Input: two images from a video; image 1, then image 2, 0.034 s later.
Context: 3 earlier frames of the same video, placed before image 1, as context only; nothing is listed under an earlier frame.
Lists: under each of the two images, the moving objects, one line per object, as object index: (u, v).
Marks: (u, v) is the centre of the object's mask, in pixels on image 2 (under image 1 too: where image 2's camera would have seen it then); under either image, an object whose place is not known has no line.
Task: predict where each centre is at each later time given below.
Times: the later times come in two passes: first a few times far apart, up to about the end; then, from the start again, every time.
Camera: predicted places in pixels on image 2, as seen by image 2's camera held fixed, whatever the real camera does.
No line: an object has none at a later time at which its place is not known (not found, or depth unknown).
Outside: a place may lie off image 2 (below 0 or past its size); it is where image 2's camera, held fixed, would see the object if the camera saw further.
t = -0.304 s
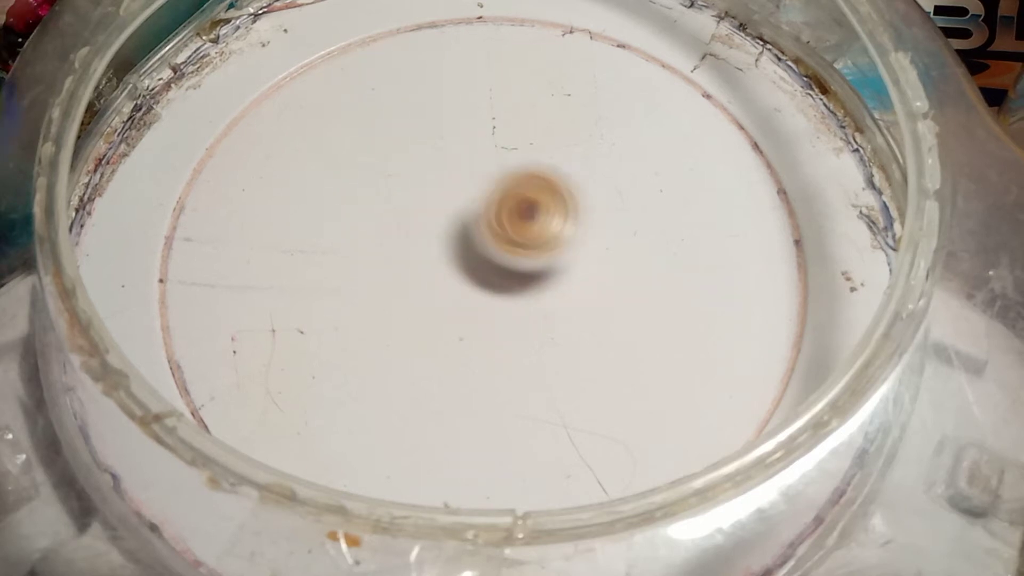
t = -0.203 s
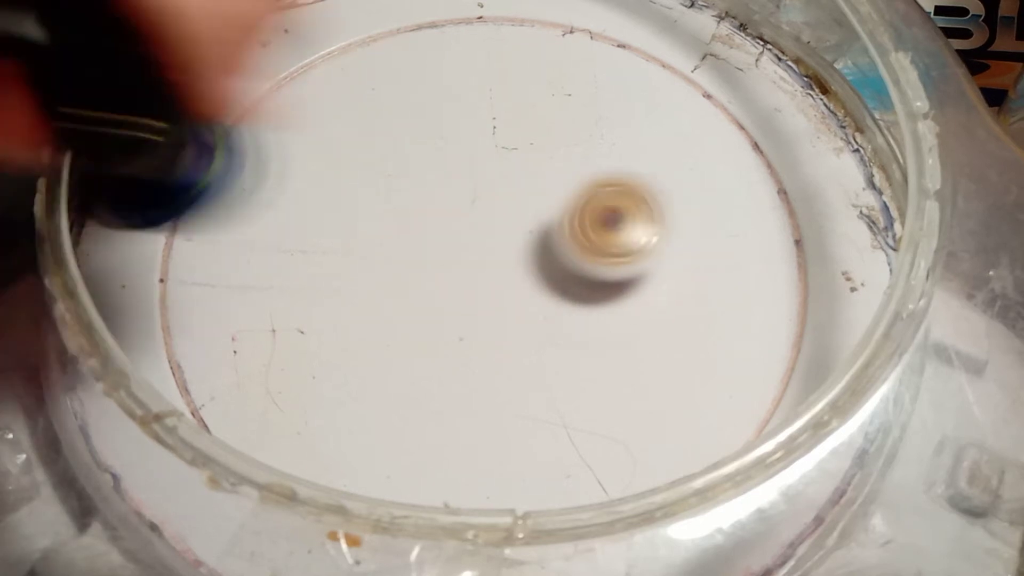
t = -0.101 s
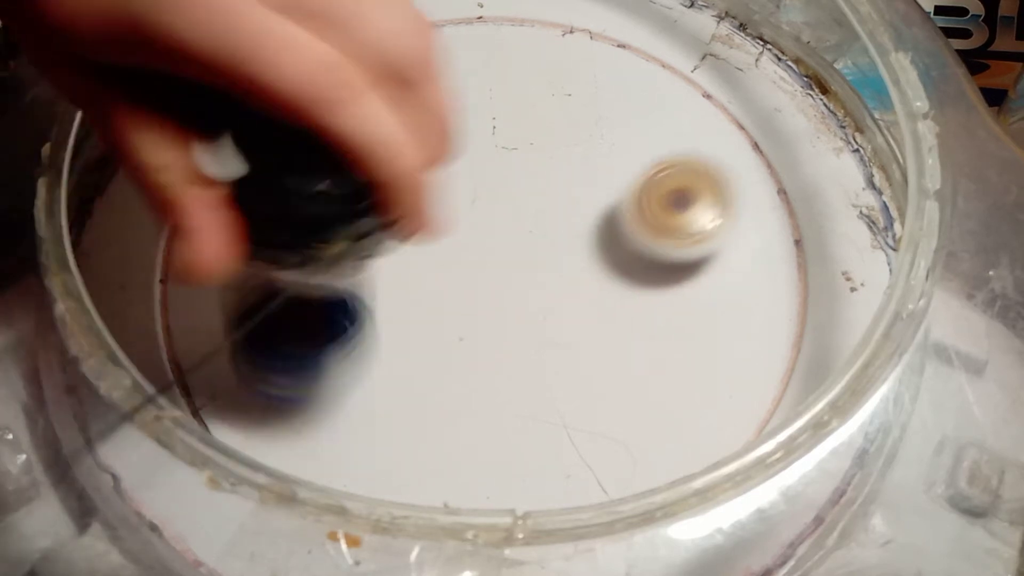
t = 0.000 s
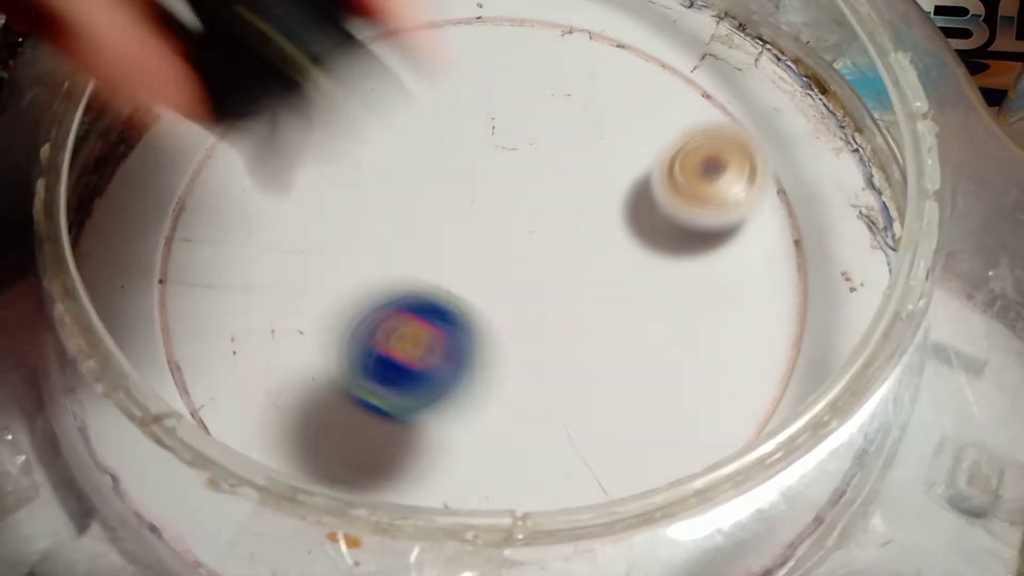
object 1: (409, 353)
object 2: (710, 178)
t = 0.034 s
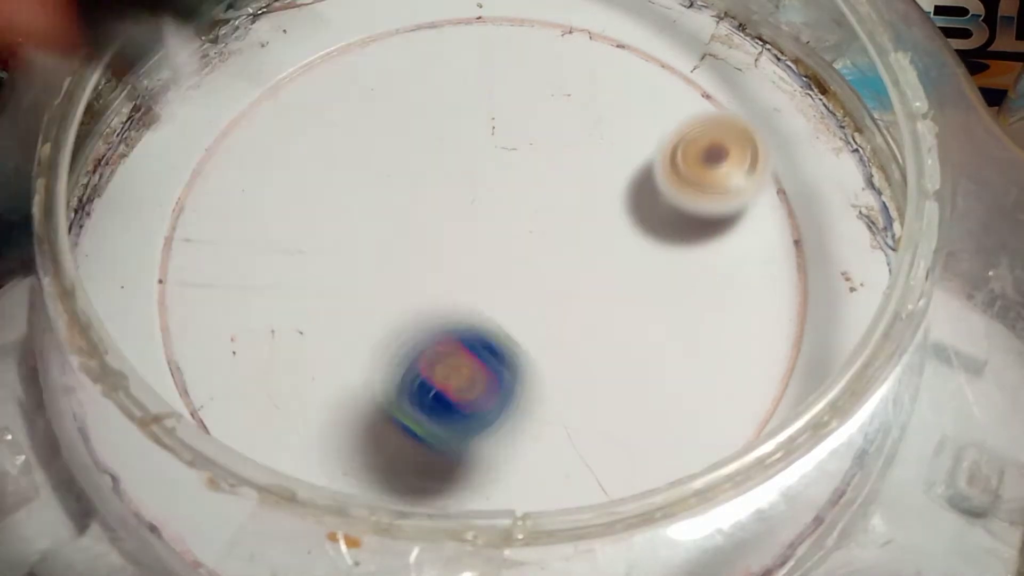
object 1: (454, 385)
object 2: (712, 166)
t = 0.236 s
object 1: (645, 300)
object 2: (654, 132)
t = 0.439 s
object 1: (532, 203)
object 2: (515, 91)
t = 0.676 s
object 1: (281, 352)
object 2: (346, 122)
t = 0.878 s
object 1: (460, 464)
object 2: (322, 269)
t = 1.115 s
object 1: (632, 241)
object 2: (493, 346)
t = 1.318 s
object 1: (412, 67)
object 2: (590, 271)
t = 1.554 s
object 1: (108, 199)
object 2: (550, 191)
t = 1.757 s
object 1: (242, 455)
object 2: (485, 185)
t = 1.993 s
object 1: (686, 347)
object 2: (439, 227)
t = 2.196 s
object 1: (661, 84)
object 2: (444, 264)
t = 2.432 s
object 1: (390, 24)
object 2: (477, 279)
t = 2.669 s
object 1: (235, 237)
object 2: (486, 236)
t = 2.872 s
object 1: (505, 417)
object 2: (429, 236)
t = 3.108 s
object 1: (737, 244)
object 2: (450, 275)
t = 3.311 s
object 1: (608, 64)
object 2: (490, 242)
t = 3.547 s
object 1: (330, 154)
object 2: (448, 202)
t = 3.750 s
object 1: (327, 380)
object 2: (422, 231)
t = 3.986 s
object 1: (639, 422)
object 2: (475, 261)
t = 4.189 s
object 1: (658, 205)
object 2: (514, 228)
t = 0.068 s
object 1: (492, 408)
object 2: (710, 156)
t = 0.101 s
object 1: (536, 388)
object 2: (706, 145)
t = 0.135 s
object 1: (576, 385)
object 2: (697, 138)
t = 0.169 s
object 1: (606, 366)
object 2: (686, 133)
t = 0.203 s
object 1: (630, 337)
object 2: (672, 131)
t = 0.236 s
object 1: (645, 300)
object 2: (654, 132)
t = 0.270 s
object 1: (648, 260)
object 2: (635, 135)
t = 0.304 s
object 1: (644, 235)
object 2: (614, 123)
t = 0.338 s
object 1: (627, 232)
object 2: (590, 99)
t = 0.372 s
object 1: (604, 224)
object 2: (565, 87)
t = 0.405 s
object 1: (571, 214)
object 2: (541, 84)
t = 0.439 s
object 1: (532, 203)
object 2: (515, 91)
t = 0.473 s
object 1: (490, 203)
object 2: (492, 93)
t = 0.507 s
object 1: (442, 222)
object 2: (470, 82)
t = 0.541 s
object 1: (401, 240)
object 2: (447, 79)
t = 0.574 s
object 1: (361, 262)
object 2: (422, 82)
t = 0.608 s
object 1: (325, 288)
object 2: (395, 90)
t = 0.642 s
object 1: (297, 318)
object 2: (369, 104)
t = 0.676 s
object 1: (281, 352)
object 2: (346, 122)
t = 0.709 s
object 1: (279, 386)
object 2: (326, 144)
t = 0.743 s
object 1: (296, 411)
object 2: (315, 165)
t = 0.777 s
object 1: (327, 433)
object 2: (309, 191)
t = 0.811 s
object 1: (368, 451)
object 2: (308, 217)
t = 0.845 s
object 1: (412, 461)
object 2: (312, 245)
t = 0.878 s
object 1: (460, 464)
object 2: (322, 269)
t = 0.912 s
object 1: (511, 460)
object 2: (339, 294)
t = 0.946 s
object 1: (557, 446)
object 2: (361, 315)
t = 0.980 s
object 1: (599, 417)
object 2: (385, 332)
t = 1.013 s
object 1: (628, 374)
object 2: (411, 342)
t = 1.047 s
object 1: (641, 331)
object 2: (437, 347)
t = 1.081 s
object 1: (641, 284)
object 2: (465, 348)
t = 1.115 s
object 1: (632, 241)
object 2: (493, 346)
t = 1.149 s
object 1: (612, 198)
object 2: (516, 340)
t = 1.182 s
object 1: (584, 159)
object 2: (537, 330)
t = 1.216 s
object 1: (549, 127)
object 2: (558, 317)
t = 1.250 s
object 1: (508, 101)
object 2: (573, 303)
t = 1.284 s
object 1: (462, 81)
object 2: (583, 287)
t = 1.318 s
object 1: (412, 67)
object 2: (590, 271)
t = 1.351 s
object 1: (362, 60)
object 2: (595, 252)
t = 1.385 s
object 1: (310, 62)
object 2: (595, 236)
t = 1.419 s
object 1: (254, 72)
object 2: (589, 224)
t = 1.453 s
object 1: (208, 94)
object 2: (581, 215)
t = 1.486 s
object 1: (163, 123)
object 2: (571, 205)
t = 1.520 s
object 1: (130, 158)
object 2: (560, 197)
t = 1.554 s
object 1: (108, 199)
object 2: (550, 191)
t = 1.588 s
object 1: (88, 245)
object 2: (539, 186)
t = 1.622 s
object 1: (87, 293)
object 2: (528, 183)
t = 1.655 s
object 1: (109, 335)
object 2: (517, 182)
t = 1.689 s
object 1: (142, 378)
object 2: (506, 181)
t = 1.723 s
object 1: (187, 420)
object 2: (495, 183)
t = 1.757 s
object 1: (242, 455)
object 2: (485, 185)
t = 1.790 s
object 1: (314, 485)
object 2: (476, 189)
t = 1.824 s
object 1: (404, 467)
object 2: (467, 194)
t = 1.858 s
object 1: (478, 468)
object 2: (457, 200)
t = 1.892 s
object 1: (548, 456)
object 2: (451, 206)
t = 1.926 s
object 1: (608, 433)
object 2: (446, 213)
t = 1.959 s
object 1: (655, 394)
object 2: (442, 220)
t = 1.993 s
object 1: (686, 347)
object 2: (439, 227)
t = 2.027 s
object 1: (704, 300)
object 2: (436, 234)
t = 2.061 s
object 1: (715, 249)
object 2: (436, 242)
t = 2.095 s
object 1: (713, 199)
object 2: (436, 250)
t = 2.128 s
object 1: (702, 159)
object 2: (438, 255)
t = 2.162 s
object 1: (687, 118)
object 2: (441, 260)
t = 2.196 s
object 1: (661, 84)
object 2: (444, 264)
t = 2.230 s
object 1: (633, 53)
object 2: (448, 268)
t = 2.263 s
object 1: (595, 36)
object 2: (452, 272)
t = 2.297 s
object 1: (556, 26)
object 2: (456, 275)
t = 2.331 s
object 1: (513, 22)
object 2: (460, 277)
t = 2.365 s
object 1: (472, 20)
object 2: (465, 279)
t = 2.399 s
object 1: (428, 20)
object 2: (471, 280)
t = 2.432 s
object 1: (390, 24)
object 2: (477, 279)
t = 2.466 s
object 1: (352, 32)
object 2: (484, 276)
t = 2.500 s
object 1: (314, 46)
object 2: (490, 272)
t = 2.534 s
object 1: (281, 70)
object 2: (494, 265)
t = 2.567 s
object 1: (255, 104)
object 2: (496, 257)
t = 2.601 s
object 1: (237, 144)
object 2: (495, 250)
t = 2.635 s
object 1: (231, 190)
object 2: (492, 242)
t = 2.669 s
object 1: (235, 237)
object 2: (486, 236)
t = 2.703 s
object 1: (256, 285)
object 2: (477, 231)
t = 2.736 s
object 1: (289, 329)
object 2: (467, 229)
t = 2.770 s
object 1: (333, 365)
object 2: (457, 229)
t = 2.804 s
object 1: (384, 393)
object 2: (446, 230)
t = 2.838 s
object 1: (445, 409)
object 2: (437, 232)
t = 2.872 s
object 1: (505, 417)
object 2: (429, 236)
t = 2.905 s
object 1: (564, 410)
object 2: (424, 242)
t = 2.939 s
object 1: (615, 396)
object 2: (421, 250)
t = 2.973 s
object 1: (652, 376)
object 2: (421, 257)
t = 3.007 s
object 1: (686, 347)
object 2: (425, 264)
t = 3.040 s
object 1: (711, 316)
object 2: (431, 269)
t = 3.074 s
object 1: (729, 281)
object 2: (440, 273)
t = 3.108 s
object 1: (737, 244)
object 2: (450, 275)
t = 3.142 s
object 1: (739, 207)
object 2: (459, 274)
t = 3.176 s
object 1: (726, 170)
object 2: (468, 270)
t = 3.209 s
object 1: (708, 136)
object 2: (476, 265)
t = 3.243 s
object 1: (682, 104)
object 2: (482, 258)
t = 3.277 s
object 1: (647, 81)
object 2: (488, 250)
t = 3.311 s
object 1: (608, 64)
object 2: (490, 242)
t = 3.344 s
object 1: (563, 57)
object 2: (490, 233)
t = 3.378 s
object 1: (518, 55)
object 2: (486, 225)
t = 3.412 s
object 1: (476, 61)
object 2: (481, 219)
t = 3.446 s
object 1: (433, 75)
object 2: (474, 213)
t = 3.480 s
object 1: (393, 97)
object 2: (465, 207)
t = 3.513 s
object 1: (359, 123)
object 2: (457, 204)
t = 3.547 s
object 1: (330, 154)
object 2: (448, 202)
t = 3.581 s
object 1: (307, 192)
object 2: (440, 202)
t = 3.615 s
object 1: (293, 226)
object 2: (434, 205)
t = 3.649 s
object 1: (286, 267)
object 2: (428, 210)
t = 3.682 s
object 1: (291, 306)
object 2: (425, 216)
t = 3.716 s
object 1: (304, 344)
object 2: (423, 223)
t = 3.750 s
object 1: (327, 380)
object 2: (422, 231)
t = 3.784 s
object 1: (359, 412)
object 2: (423, 238)
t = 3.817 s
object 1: (399, 434)
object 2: (428, 245)
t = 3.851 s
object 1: (449, 446)
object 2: (435, 252)
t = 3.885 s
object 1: (501, 453)
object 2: (444, 256)
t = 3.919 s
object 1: (551, 450)
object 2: (453, 259)
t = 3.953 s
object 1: (598, 440)
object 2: (464, 261)
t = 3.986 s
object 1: (639, 422)
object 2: (475, 261)
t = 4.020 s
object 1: (670, 391)
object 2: (485, 259)
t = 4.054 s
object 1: (689, 354)
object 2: (495, 254)
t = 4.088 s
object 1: (696, 315)
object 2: (503, 248)
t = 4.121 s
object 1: (693, 276)
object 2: (510, 242)
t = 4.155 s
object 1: (679, 236)
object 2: (514, 235)
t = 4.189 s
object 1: (658, 205)
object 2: (514, 228)
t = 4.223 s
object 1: (630, 177)
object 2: (513, 221)
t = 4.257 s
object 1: (612, 152)
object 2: (497, 214)
